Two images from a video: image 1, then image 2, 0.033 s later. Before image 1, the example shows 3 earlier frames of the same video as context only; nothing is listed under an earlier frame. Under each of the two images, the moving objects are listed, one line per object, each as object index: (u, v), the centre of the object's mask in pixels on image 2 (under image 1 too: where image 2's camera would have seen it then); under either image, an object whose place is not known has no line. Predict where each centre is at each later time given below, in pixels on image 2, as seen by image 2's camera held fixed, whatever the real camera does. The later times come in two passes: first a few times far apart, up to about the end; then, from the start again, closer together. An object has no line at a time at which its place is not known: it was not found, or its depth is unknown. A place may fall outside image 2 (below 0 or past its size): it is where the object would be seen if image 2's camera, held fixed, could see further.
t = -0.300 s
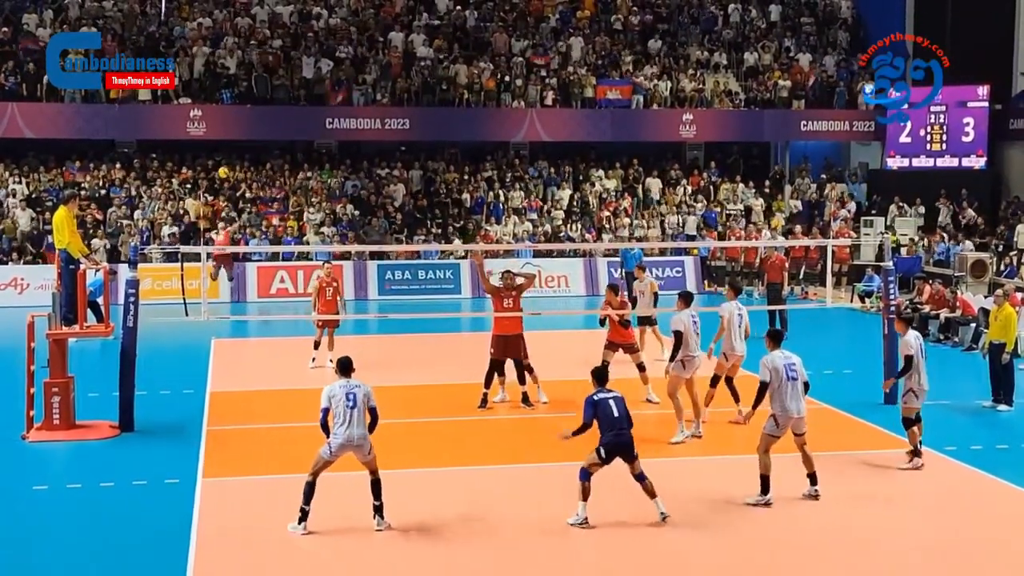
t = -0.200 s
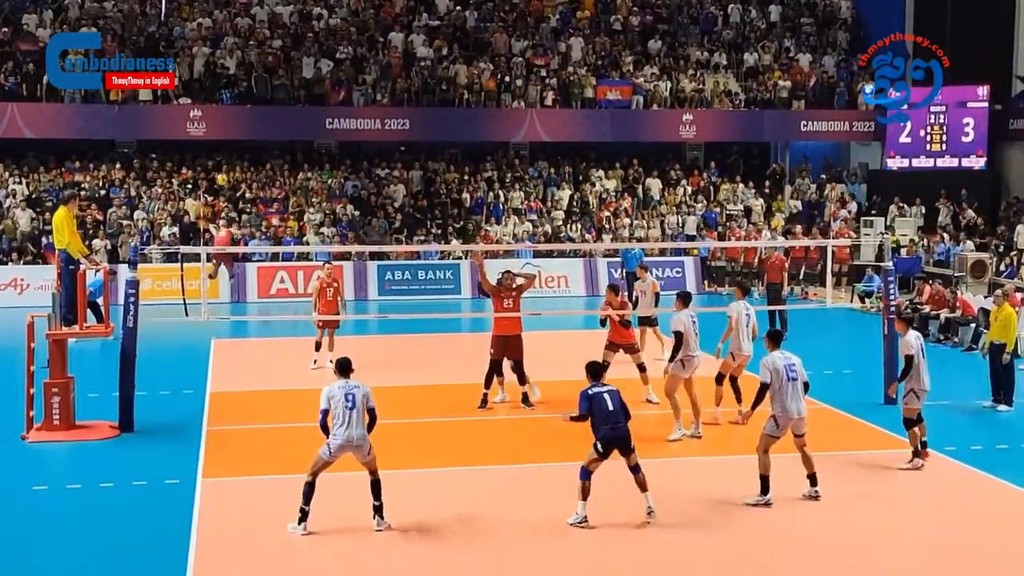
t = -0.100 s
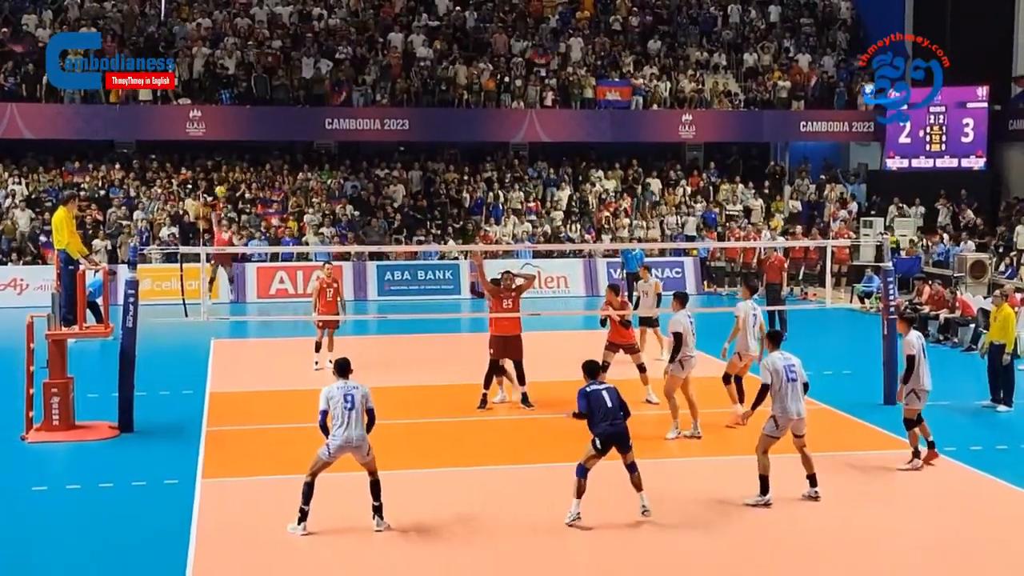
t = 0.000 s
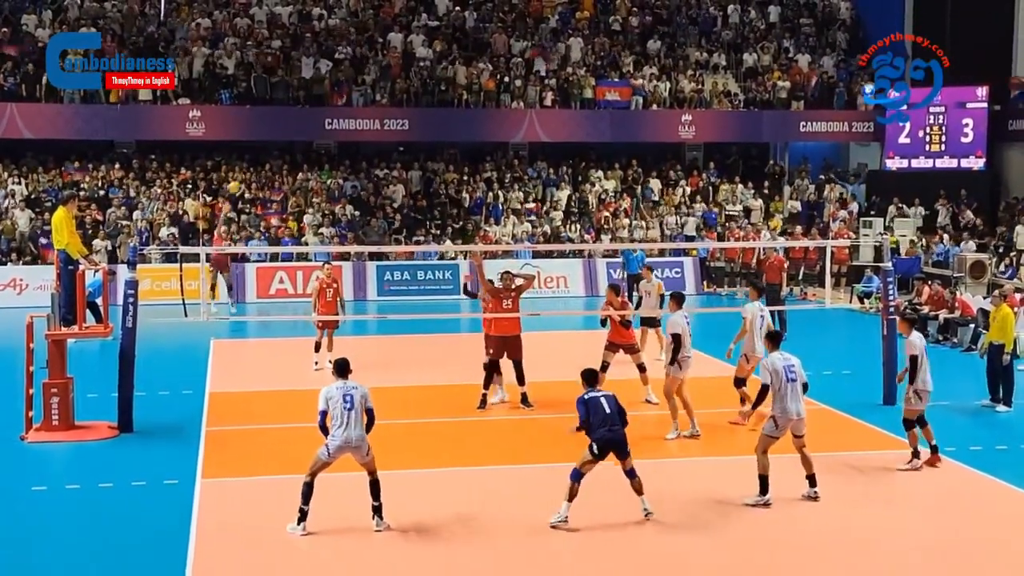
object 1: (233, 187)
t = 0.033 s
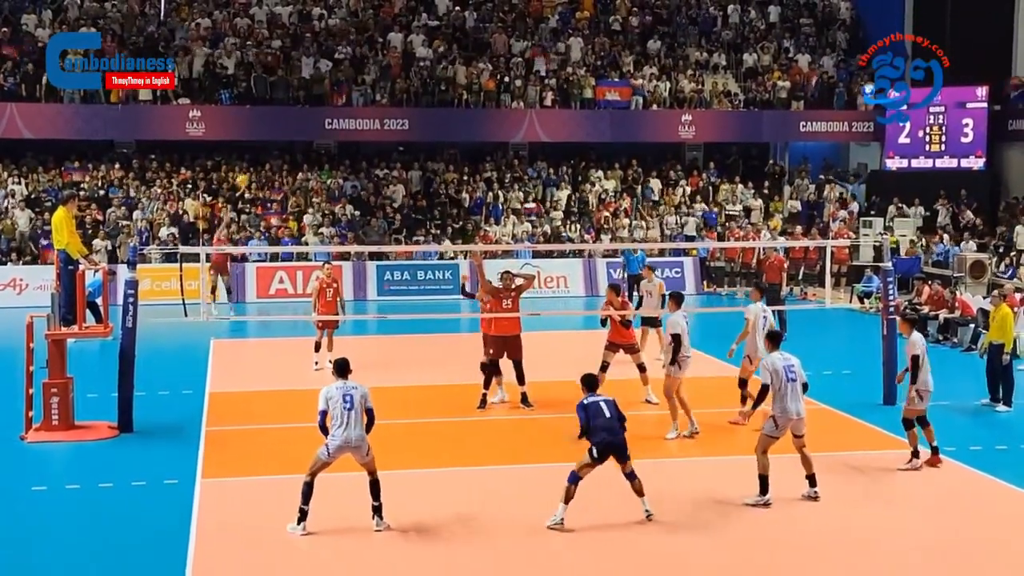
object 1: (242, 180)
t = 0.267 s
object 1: (313, 146)
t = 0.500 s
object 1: (404, 142)
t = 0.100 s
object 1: (262, 168)
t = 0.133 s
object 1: (271, 163)
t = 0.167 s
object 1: (280, 159)
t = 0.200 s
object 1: (291, 154)
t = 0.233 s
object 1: (302, 150)
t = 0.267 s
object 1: (313, 146)
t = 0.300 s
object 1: (325, 144)
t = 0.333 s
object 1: (337, 142)
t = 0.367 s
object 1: (349, 140)
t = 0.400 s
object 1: (362, 140)
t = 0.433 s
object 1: (375, 140)
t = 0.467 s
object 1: (389, 141)
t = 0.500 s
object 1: (404, 142)
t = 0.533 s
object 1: (419, 144)
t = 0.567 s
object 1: (435, 147)
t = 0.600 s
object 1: (452, 151)
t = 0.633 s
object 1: (469, 156)
